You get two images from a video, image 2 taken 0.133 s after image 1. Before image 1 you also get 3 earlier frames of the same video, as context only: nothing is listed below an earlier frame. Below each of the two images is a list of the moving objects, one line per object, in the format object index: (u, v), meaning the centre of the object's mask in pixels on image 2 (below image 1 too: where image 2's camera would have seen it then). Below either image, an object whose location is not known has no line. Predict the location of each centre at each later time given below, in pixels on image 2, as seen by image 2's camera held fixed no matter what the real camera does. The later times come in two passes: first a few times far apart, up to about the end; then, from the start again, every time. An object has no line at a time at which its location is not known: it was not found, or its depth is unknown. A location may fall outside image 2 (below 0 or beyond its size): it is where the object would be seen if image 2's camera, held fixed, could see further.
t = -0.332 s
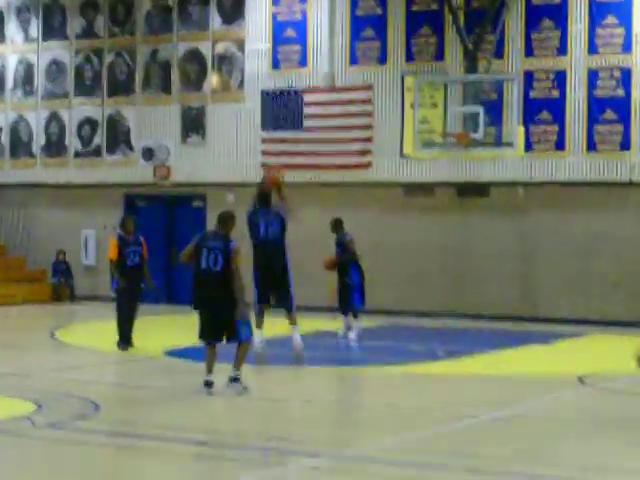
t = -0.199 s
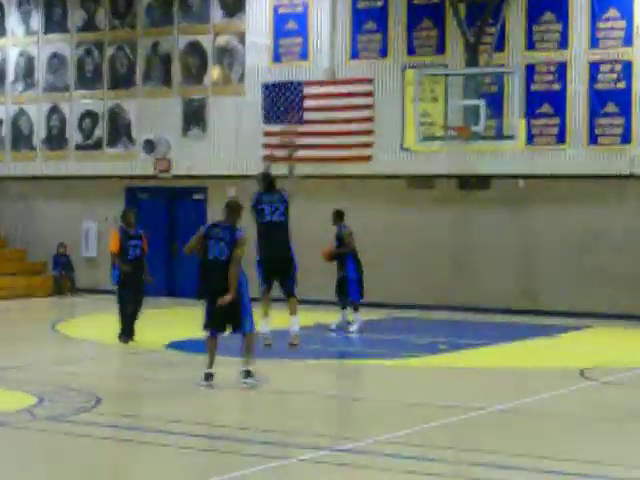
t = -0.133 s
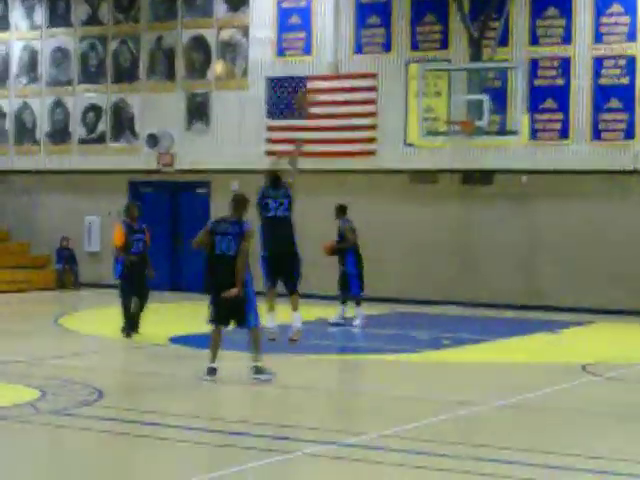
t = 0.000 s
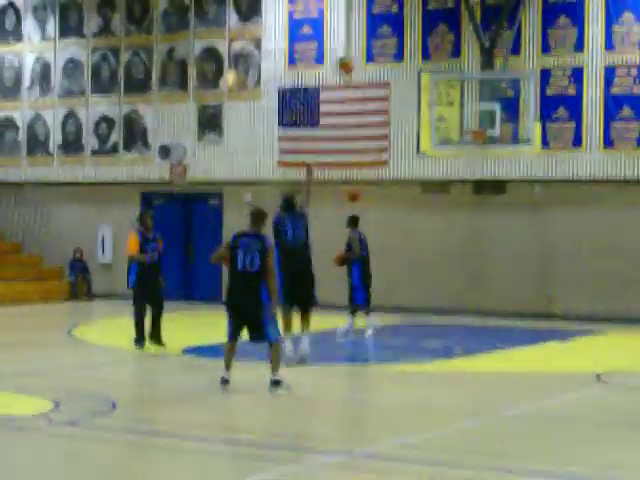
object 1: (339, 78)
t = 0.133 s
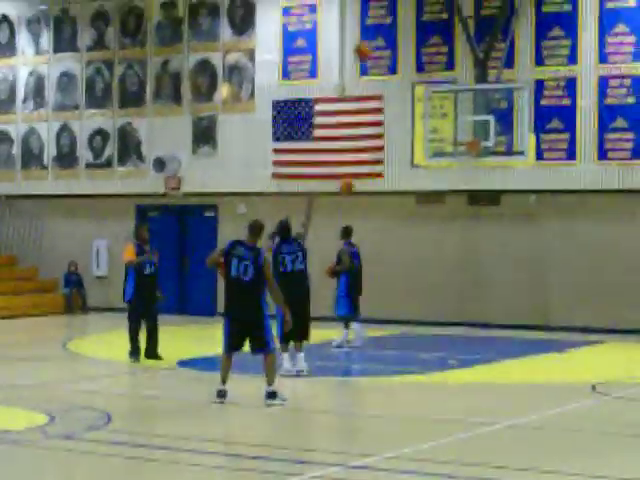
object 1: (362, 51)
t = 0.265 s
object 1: (385, 38)
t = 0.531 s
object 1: (424, 50)
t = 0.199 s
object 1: (374, 42)
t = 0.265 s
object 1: (385, 38)
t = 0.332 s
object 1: (395, 35)
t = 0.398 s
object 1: (403, 38)
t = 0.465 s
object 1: (418, 43)
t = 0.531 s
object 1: (424, 50)
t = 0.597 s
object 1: (433, 57)
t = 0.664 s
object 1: (442, 74)
